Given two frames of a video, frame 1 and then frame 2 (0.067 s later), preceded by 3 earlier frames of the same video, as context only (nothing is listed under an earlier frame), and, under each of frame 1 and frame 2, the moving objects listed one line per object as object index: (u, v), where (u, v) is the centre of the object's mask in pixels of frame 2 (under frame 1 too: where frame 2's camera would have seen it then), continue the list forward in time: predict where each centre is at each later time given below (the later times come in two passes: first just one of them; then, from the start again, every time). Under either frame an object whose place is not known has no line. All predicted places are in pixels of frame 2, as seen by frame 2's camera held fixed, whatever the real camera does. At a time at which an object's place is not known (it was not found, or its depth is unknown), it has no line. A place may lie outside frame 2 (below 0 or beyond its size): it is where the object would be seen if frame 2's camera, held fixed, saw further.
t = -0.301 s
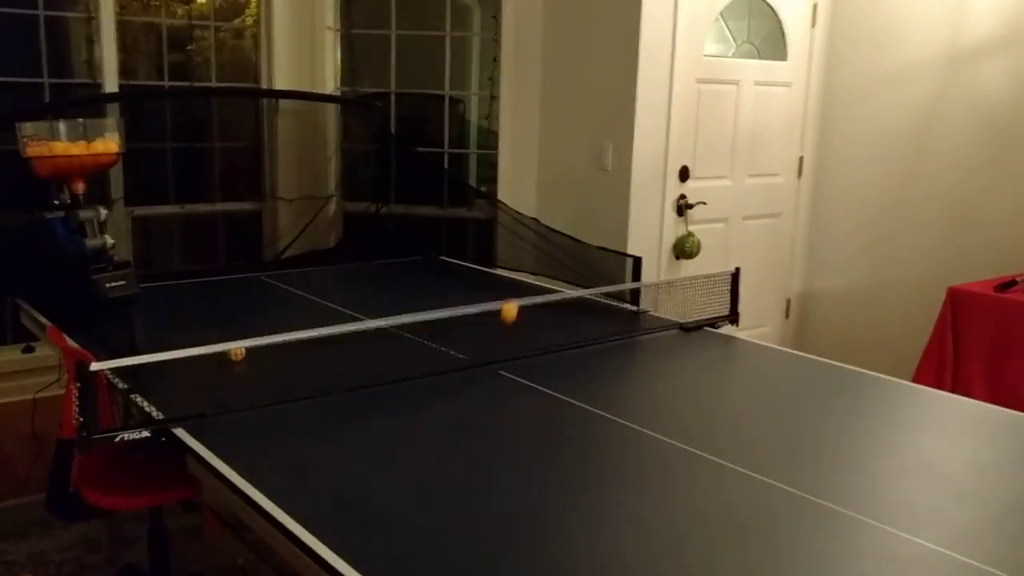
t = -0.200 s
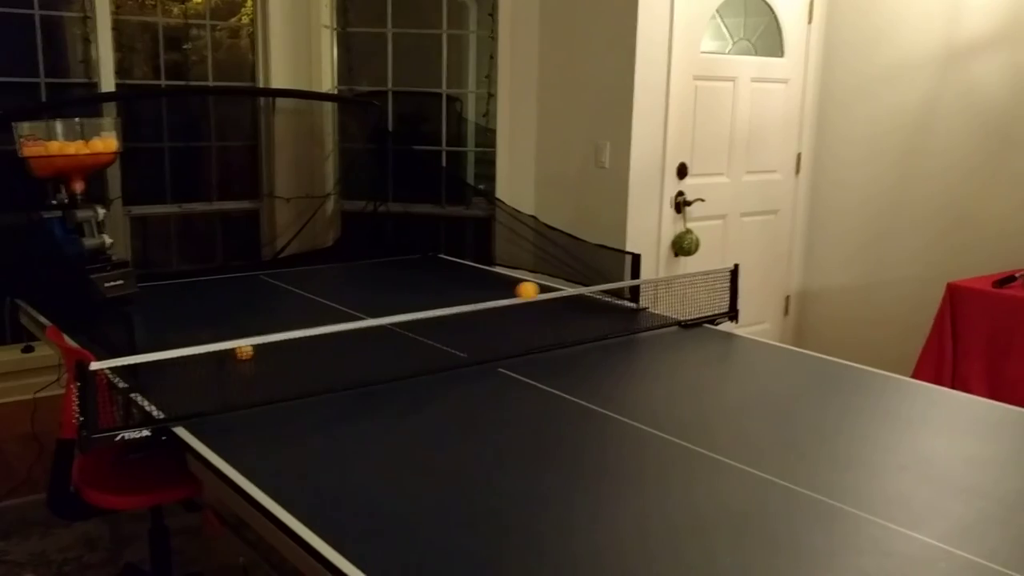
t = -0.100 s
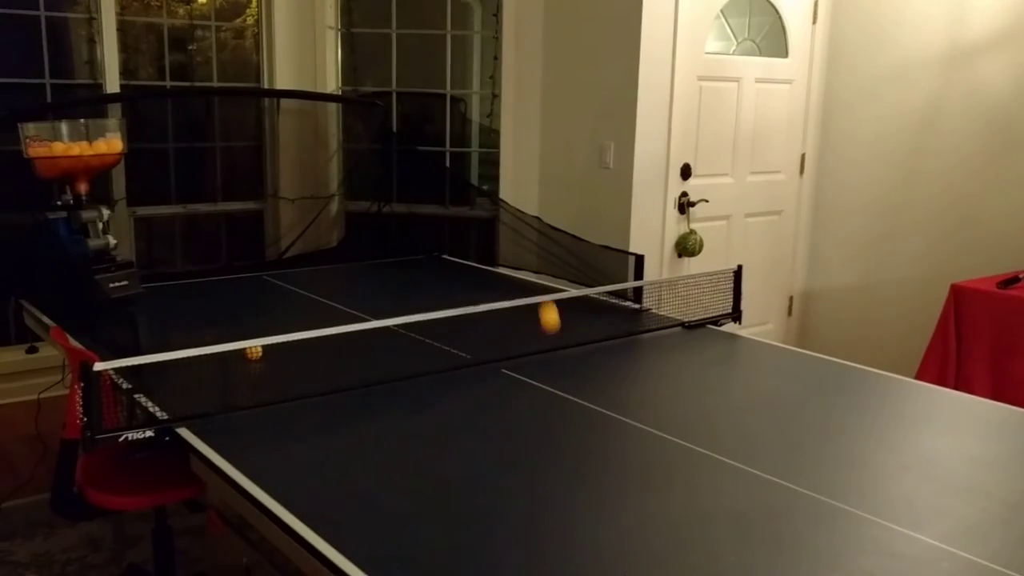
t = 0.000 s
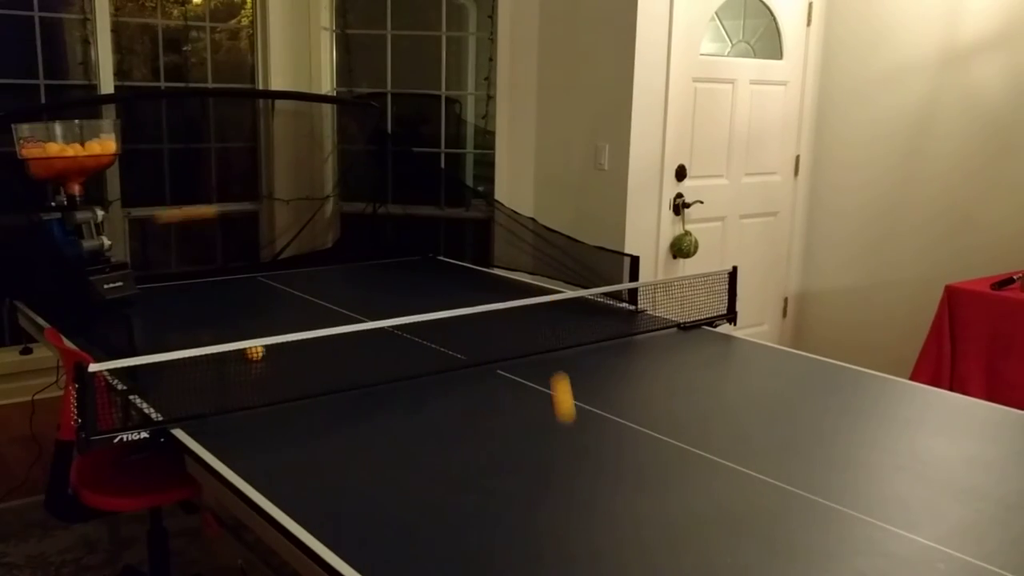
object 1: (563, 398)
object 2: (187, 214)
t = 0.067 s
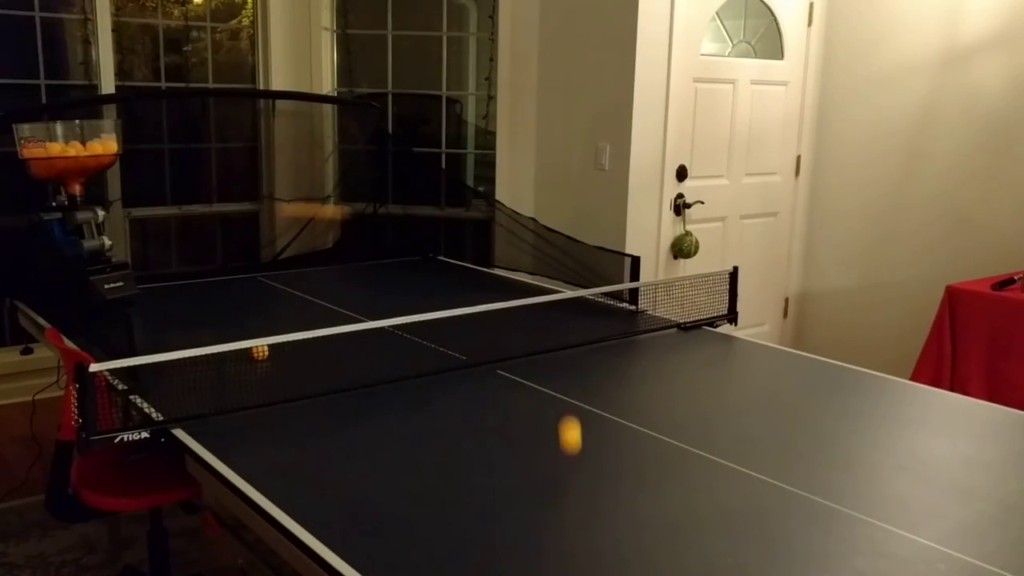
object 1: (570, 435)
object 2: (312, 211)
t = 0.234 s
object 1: (557, 393)
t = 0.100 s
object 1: (568, 415)
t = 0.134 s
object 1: (567, 400)
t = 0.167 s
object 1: (564, 392)
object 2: (533, 251)
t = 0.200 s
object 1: (560, 389)
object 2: (598, 272)
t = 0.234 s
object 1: (557, 393)
